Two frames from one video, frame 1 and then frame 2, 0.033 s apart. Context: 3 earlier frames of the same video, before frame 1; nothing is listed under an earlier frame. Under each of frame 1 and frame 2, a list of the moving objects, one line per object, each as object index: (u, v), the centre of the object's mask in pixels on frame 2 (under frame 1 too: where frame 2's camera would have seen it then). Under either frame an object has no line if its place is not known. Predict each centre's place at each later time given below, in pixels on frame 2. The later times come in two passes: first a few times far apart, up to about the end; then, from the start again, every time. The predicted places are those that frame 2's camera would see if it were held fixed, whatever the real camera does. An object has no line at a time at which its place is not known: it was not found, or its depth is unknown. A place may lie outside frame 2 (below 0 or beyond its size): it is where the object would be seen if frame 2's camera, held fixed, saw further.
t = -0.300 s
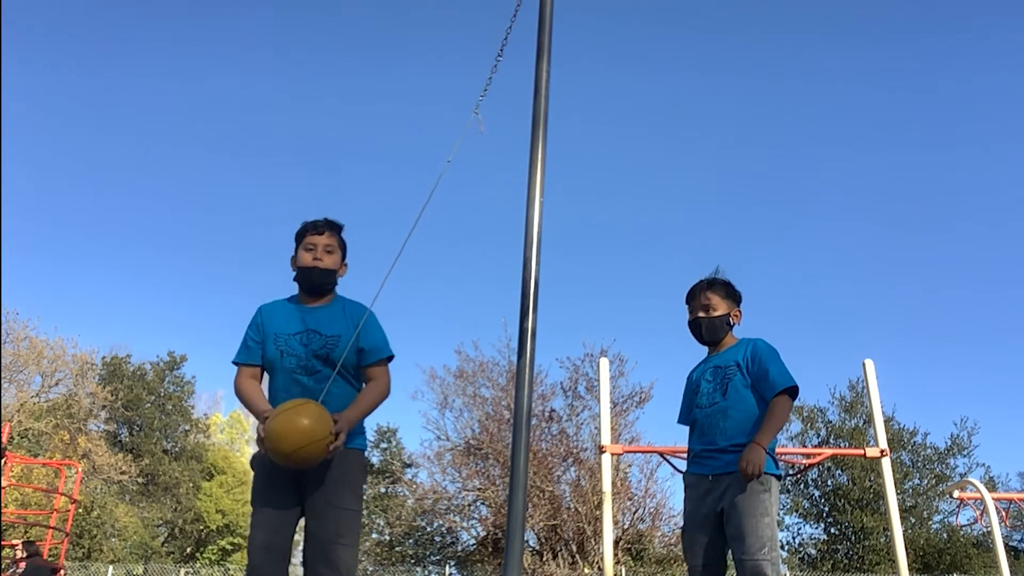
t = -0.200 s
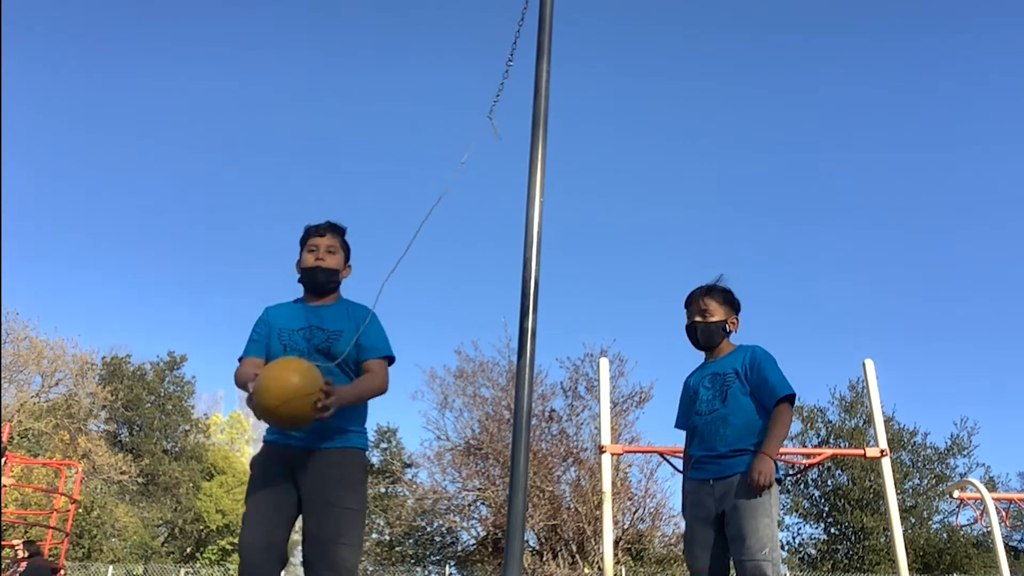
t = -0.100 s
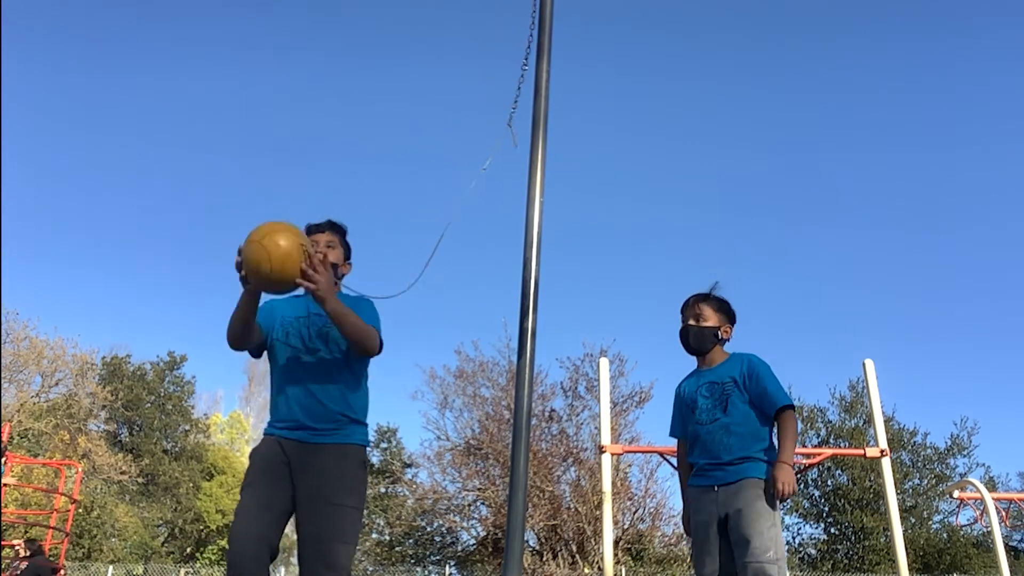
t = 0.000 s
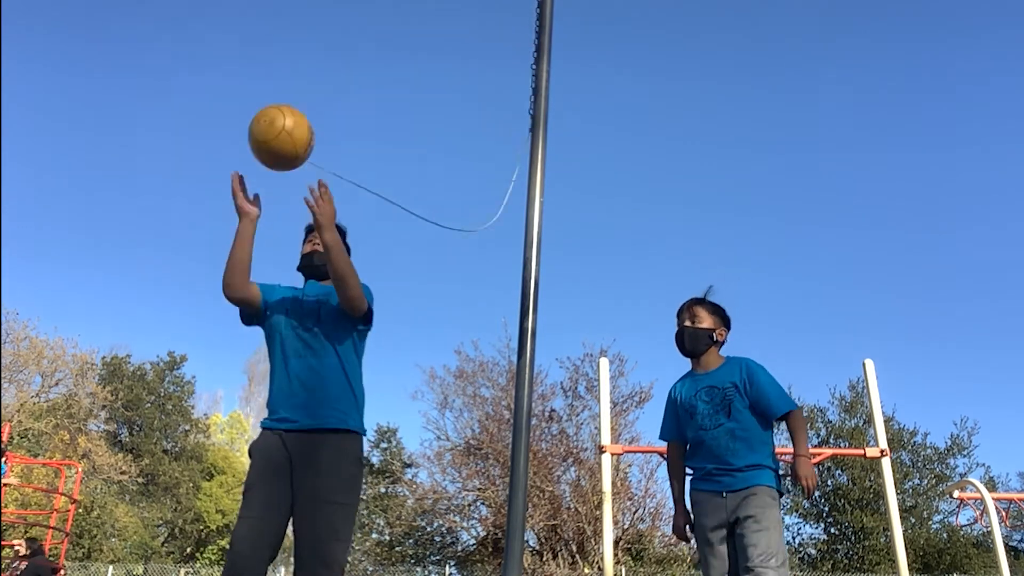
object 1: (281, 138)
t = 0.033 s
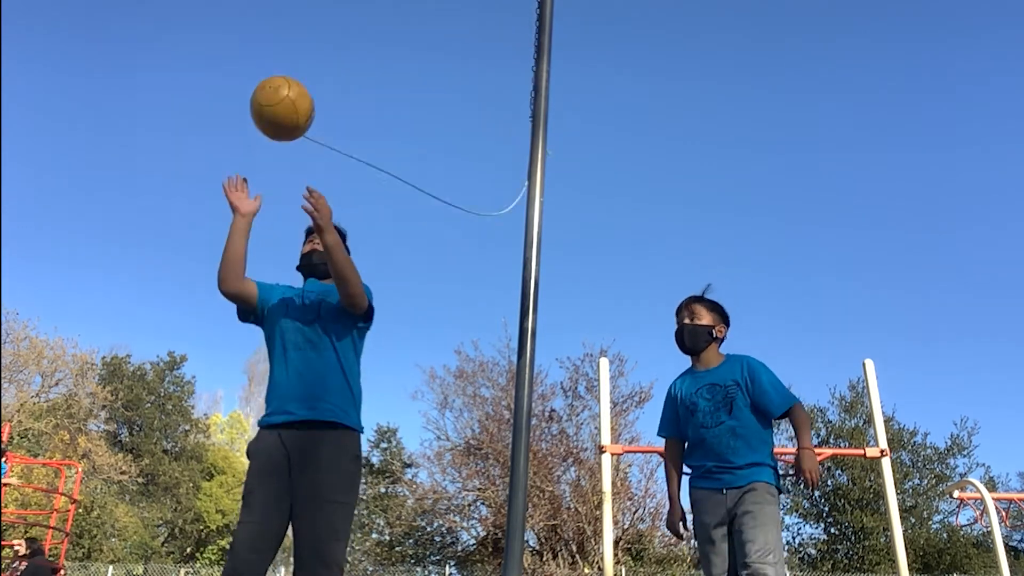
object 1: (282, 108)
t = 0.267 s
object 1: (281, 18)
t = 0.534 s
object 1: (261, 56)
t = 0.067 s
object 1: (283, 84)
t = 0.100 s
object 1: (283, 64)
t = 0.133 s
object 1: (284, 47)
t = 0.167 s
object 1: (283, 33)
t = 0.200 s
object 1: (283, 25)
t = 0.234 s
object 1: (282, 21)
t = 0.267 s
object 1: (281, 18)
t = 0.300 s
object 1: (280, 17)
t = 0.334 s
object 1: (278, 16)
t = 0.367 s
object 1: (277, 17)
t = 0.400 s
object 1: (274, 19)
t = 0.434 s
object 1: (271, 24)
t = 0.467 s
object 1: (268, 31)
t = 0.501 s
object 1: (264, 43)
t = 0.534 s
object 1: (261, 56)
